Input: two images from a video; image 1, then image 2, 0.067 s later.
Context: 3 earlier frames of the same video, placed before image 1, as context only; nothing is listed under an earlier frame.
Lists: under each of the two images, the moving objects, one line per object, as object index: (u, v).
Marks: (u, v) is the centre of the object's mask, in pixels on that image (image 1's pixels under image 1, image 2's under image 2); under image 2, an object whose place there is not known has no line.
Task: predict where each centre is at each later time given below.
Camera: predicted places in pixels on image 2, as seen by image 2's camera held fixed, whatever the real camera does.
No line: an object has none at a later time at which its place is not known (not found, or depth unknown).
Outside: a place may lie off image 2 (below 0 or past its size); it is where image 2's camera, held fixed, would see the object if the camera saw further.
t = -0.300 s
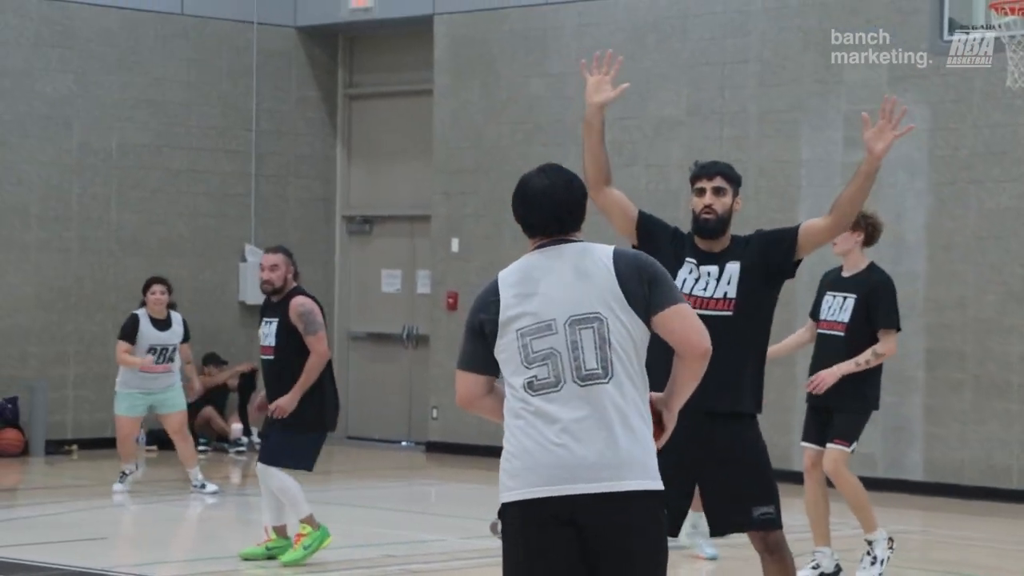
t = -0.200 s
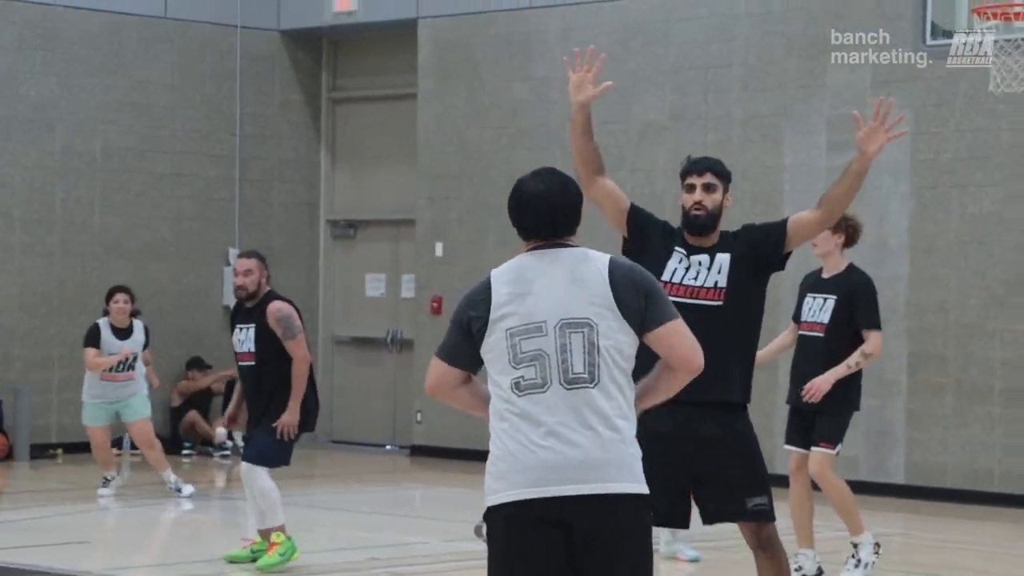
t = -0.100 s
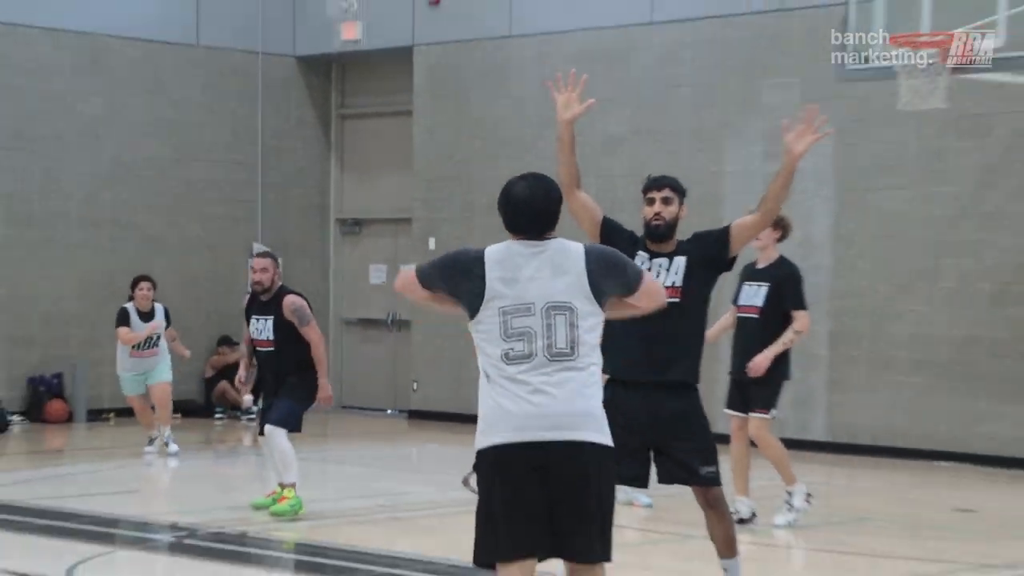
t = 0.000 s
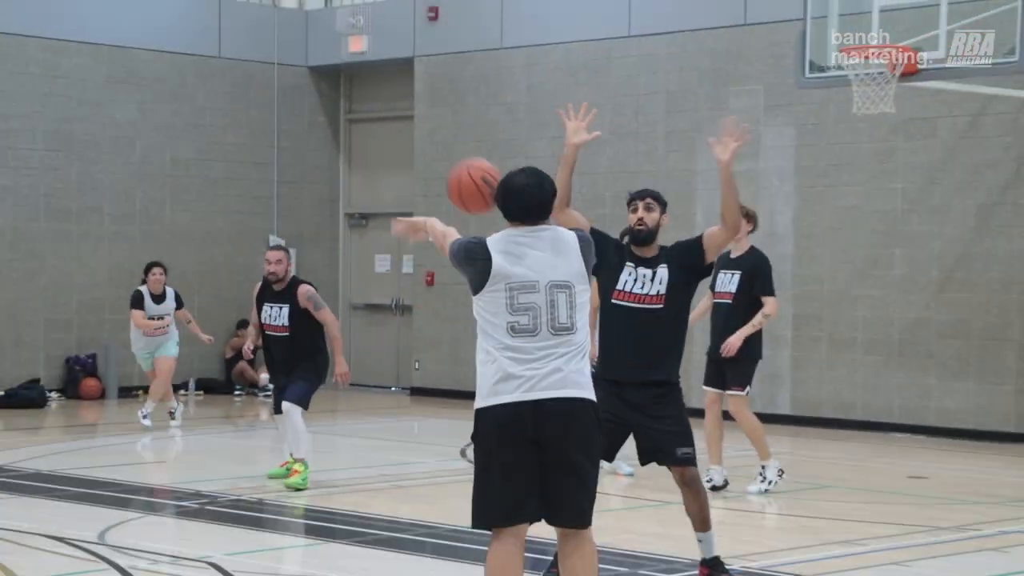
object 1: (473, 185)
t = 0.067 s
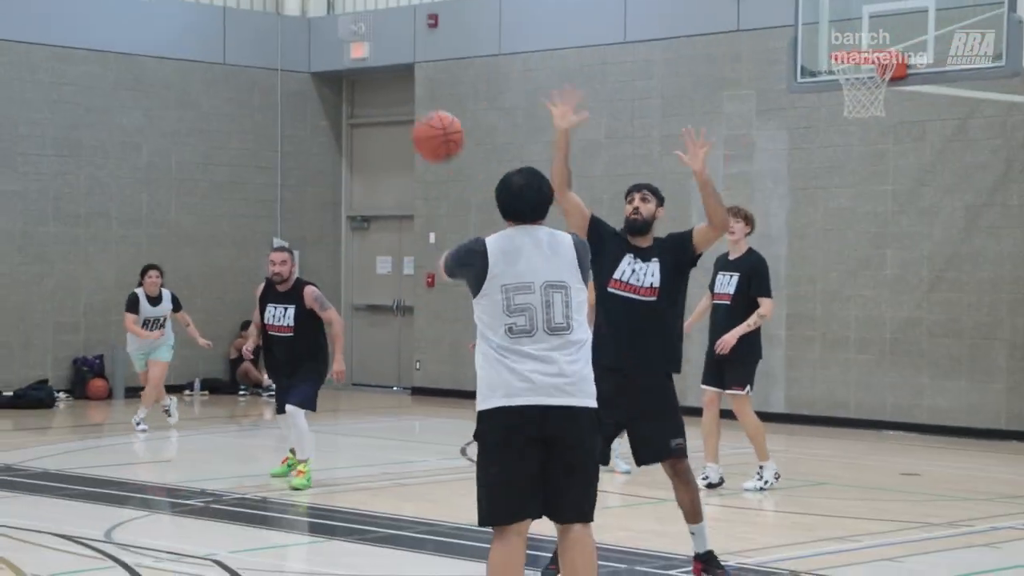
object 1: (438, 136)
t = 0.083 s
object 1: (429, 127)
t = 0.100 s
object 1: (422, 116)
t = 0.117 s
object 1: (413, 106)
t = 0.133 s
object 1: (406, 98)
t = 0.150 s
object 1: (398, 89)
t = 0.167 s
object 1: (391, 82)
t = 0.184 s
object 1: (385, 76)
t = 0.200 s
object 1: (378, 71)
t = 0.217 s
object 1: (372, 67)
